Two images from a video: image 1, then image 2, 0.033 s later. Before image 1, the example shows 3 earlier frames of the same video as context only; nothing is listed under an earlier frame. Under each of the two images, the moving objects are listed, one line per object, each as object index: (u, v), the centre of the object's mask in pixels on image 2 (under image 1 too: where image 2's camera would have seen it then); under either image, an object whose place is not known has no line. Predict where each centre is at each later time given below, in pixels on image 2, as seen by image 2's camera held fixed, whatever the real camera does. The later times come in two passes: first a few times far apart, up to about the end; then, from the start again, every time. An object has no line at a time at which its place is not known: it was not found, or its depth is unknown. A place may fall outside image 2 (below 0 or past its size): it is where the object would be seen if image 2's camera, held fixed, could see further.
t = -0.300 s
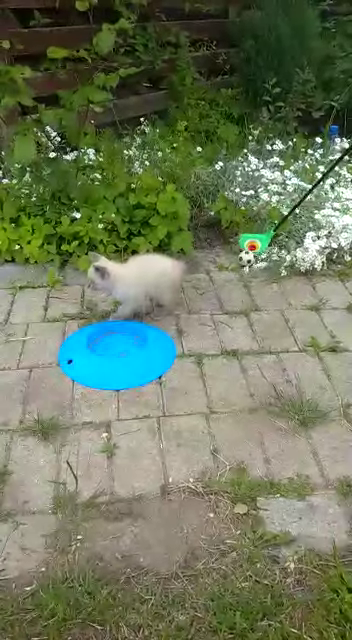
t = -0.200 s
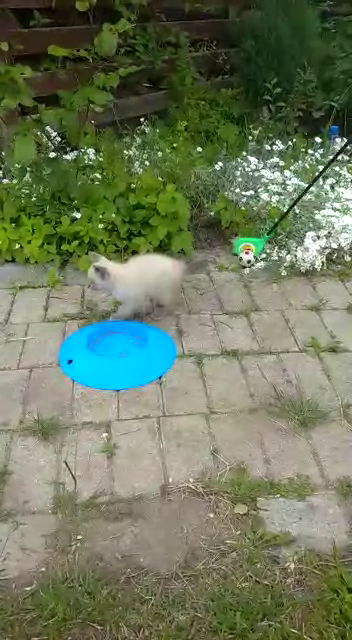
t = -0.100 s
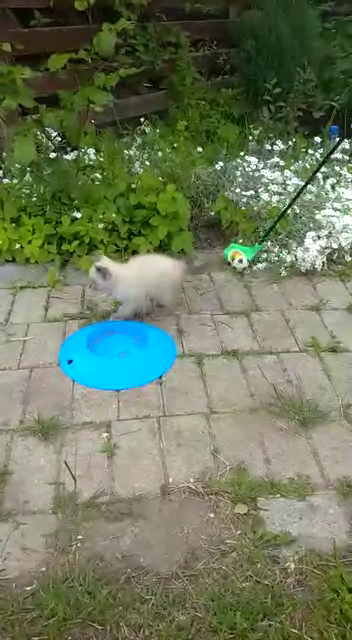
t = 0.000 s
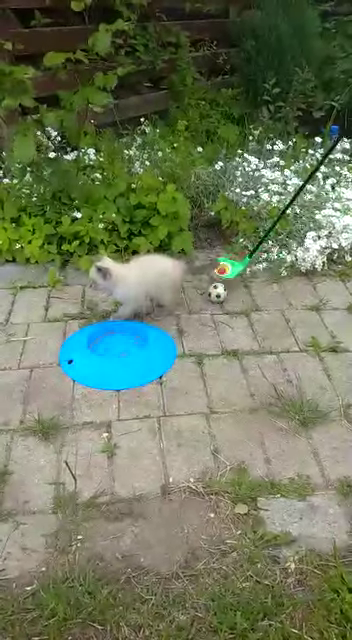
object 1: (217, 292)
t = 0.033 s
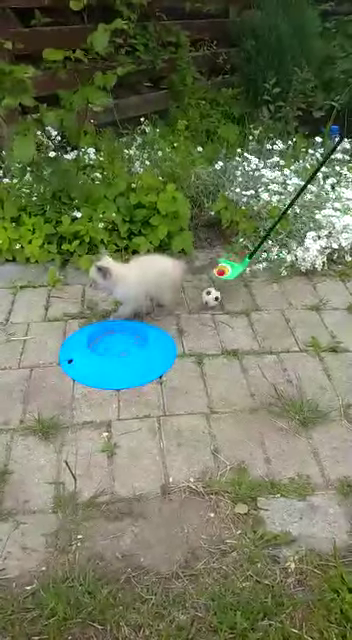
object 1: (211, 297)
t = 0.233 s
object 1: (174, 335)
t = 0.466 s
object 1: (143, 416)
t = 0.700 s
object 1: (85, 530)
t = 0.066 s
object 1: (204, 305)
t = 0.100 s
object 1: (197, 314)
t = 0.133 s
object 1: (189, 321)
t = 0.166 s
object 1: (181, 331)
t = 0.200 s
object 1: (176, 333)
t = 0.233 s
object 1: (174, 335)
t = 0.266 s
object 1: (171, 342)
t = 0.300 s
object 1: (169, 353)
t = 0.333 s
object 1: (166, 368)
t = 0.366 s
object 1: (162, 380)
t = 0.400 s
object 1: (156, 387)
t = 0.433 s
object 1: (149, 400)
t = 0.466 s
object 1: (143, 416)
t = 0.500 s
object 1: (136, 430)
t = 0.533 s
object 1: (128, 445)
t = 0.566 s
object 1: (120, 463)
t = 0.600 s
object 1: (112, 479)
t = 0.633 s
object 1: (103, 497)
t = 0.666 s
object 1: (95, 512)
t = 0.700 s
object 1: (85, 530)
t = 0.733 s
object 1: (73, 543)
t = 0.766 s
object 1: (66, 556)
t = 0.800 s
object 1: (58, 568)
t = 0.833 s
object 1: (52, 579)
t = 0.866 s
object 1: (43, 585)
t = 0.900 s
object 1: (36, 594)
